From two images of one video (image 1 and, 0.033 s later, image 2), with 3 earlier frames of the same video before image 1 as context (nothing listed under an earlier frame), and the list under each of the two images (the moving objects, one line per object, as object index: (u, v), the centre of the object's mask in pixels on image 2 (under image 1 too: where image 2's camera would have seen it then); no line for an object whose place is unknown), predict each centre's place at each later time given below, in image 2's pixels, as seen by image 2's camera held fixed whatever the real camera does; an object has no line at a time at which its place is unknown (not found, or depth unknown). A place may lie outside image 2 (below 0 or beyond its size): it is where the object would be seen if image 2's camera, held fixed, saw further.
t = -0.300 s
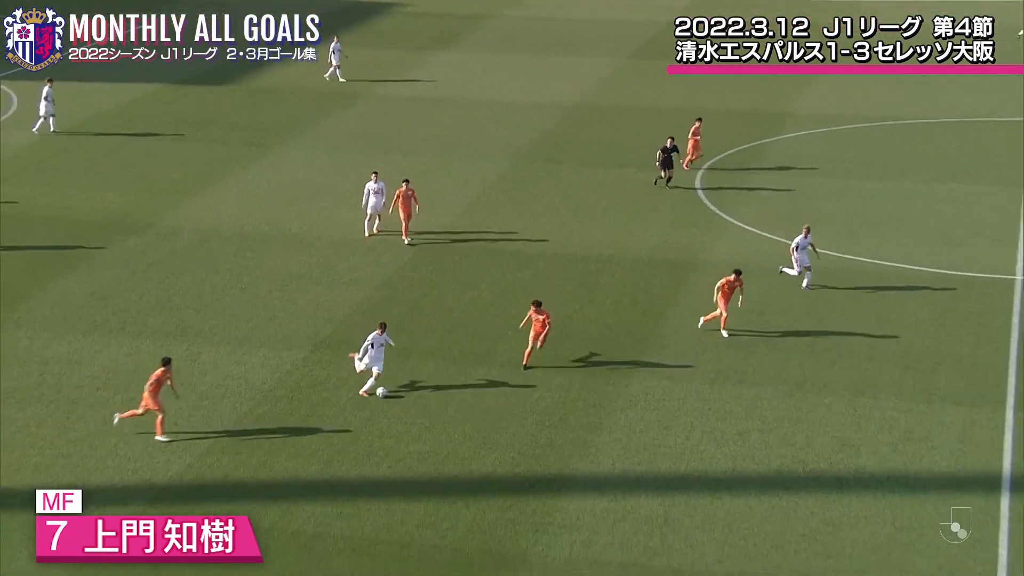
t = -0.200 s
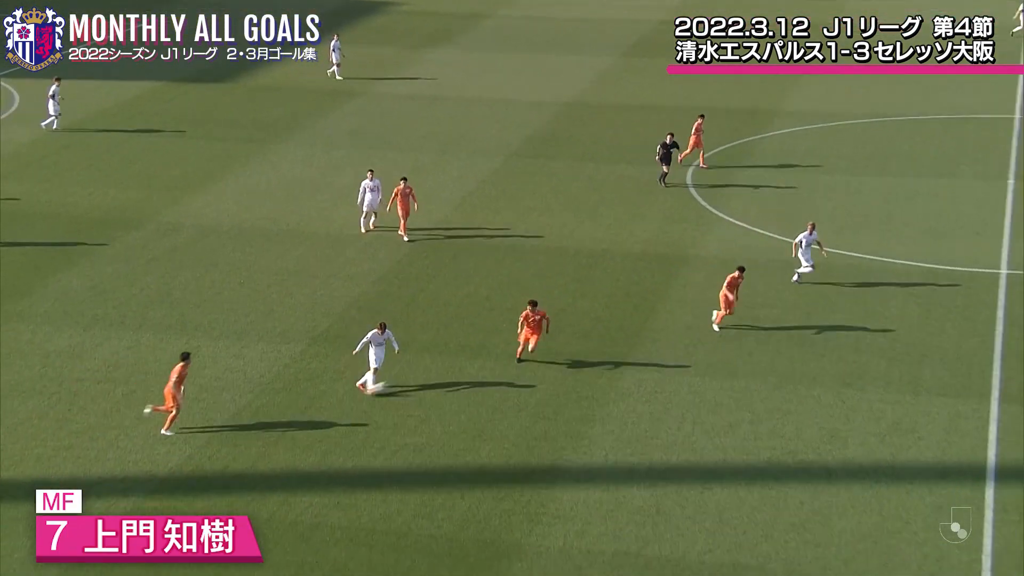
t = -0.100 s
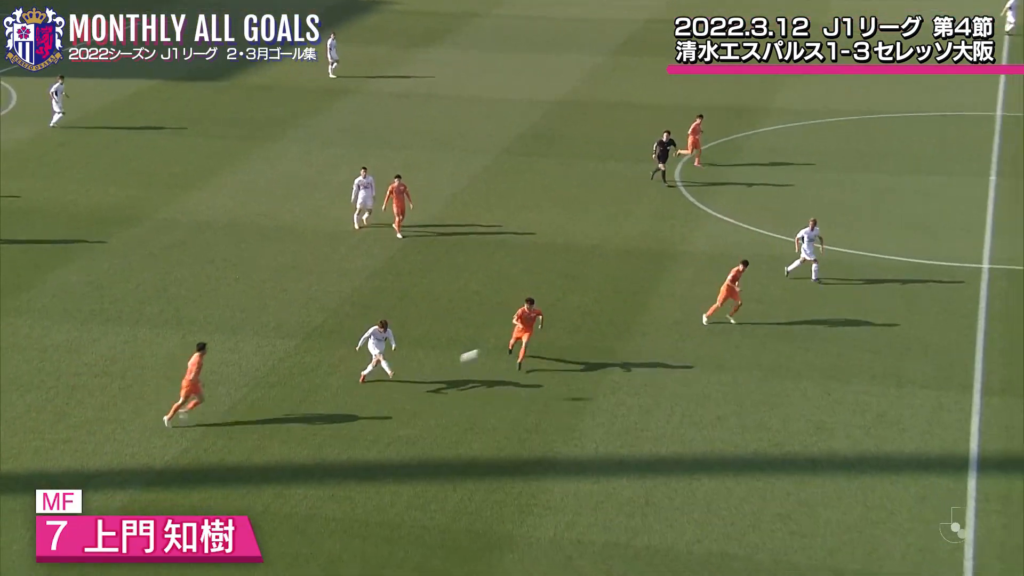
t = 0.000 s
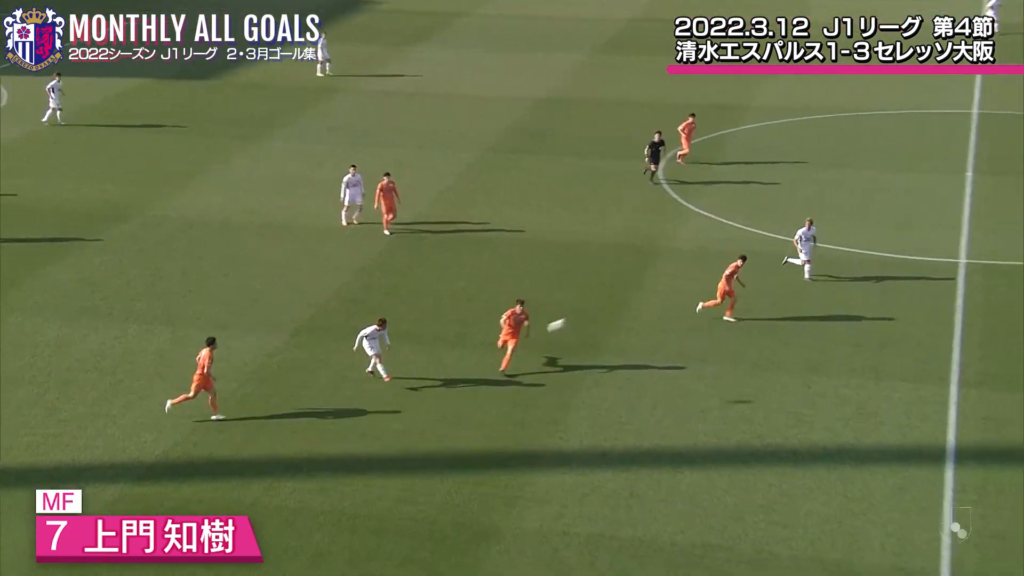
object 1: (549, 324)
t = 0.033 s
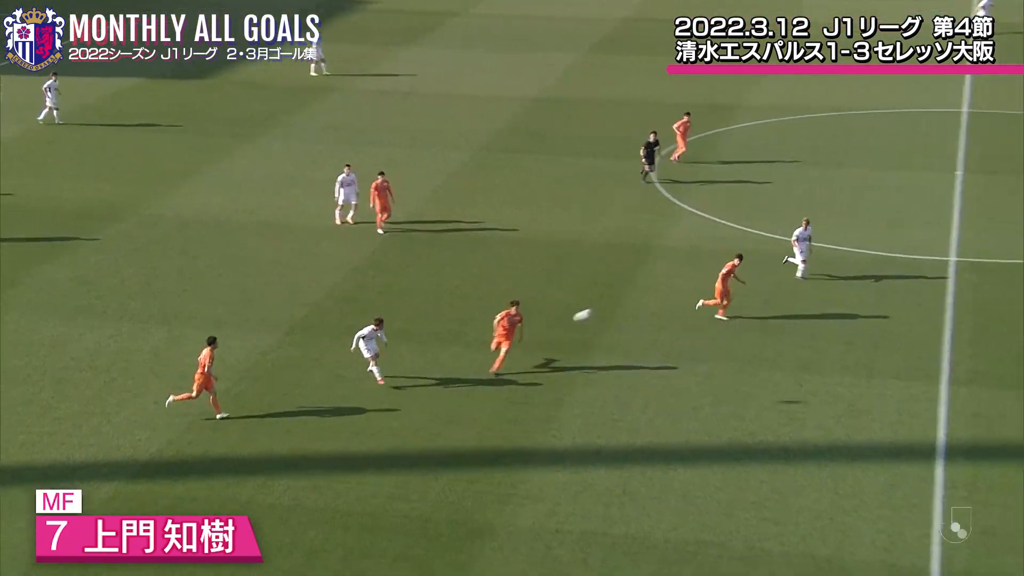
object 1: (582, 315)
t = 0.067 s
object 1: (615, 307)
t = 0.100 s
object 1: (649, 300)
